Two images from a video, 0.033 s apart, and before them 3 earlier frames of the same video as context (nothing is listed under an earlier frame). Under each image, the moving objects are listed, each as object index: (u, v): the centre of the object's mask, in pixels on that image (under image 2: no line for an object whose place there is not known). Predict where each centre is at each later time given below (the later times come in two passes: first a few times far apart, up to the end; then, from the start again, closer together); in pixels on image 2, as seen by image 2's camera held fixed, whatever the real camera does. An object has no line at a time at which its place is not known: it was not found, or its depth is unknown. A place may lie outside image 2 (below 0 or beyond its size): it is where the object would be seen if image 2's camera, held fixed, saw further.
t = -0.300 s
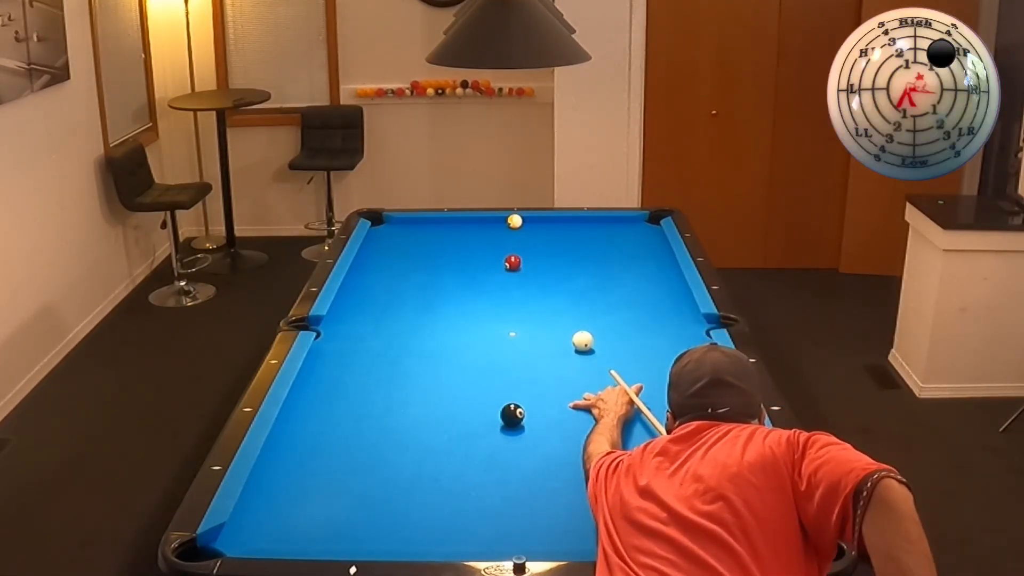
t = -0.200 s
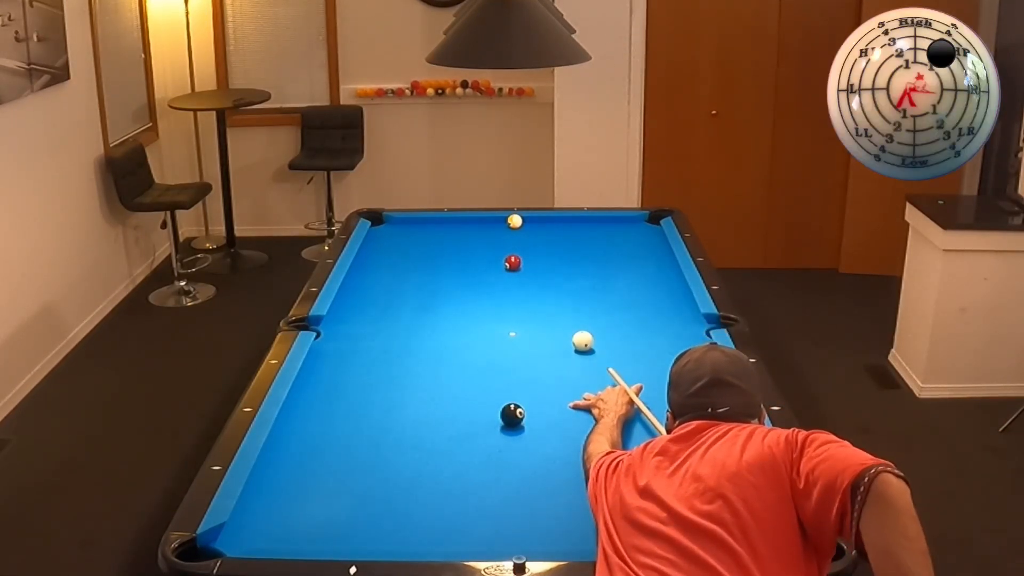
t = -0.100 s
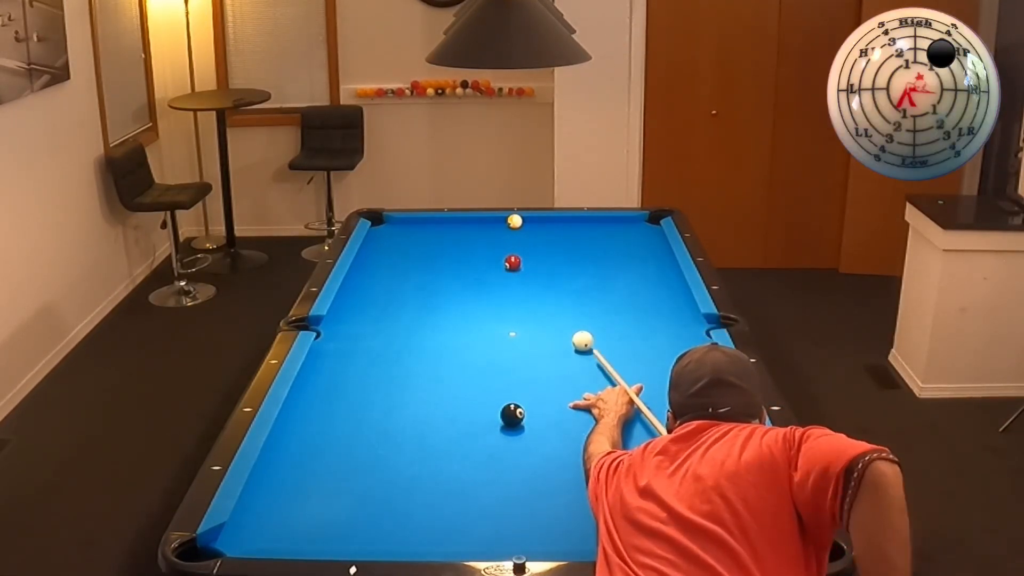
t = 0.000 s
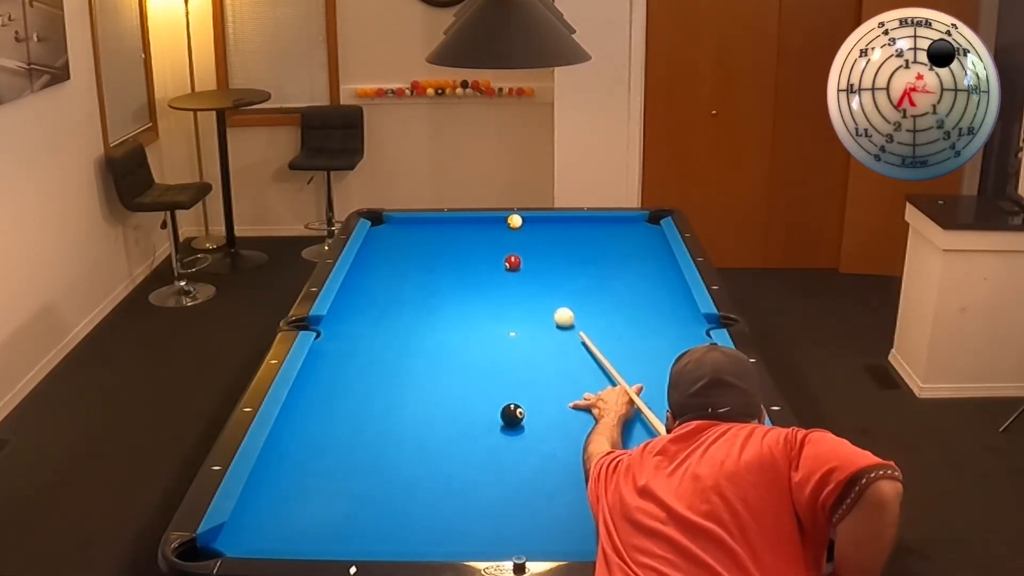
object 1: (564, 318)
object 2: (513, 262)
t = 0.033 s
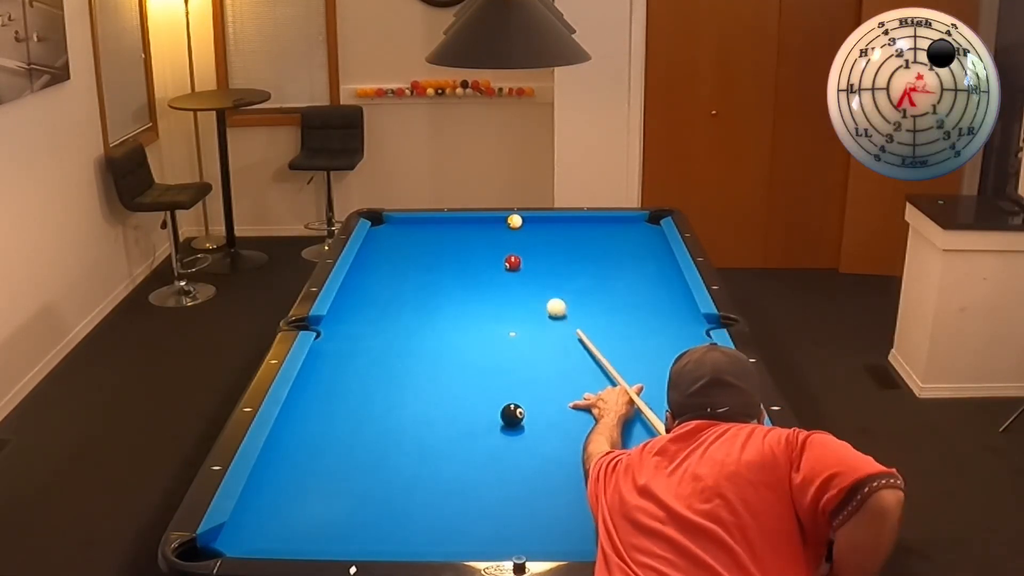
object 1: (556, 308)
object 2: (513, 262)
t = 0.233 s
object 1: (525, 266)
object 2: (509, 261)
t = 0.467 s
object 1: (557, 249)
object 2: (456, 242)
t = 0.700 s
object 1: (579, 232)
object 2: (415, 227)
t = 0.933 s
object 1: (599, 219)
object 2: (378, 223)
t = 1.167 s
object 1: (633, 227)
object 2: (400, 225)
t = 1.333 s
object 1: (657, 233)
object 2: (415, 225)
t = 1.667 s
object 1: (637, 243)
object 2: (442, 227)
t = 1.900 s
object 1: (623, 251)
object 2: (461, 228)
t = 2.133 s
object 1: (609, 259)
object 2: (478, 229)
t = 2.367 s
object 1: (595, 266)
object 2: (494, 230)
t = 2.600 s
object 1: (581, 274)
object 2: (508, 232)
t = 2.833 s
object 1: (566, 281)
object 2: (522, 232)
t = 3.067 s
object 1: (552, 289)
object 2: (535, 232)
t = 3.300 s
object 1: (538, 296)
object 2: (546, 233)
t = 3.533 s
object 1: (524, 303)
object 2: (557, 234)
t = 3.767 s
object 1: (511, 311)
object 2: (566, 235)
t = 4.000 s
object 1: (498, 317)
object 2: (573, 235)
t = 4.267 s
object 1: (484, 325)
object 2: (581, 235)
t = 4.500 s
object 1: (471, 331)
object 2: (586, 236)
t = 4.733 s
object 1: (460, 337)
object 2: (590, 236)
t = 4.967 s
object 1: (450, 343)
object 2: (593, 236)
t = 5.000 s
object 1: (448, 344)
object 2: (593, 236)
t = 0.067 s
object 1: (549, 299)
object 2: (513, 262)
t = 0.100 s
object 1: (543, 291)
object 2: (512, 262)
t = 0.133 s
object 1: (537, 284)
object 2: (513, 262)
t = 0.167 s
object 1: (532, 277)
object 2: (512, 262)
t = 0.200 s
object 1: (527, 271)
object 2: (512, 262)
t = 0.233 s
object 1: (525, 266)
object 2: (509, 261)
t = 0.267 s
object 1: (531, 264)
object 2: (500, 258)
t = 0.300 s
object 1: (537, 262)
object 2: (491, 255)
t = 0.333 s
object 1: (542, 259)
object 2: (483, 252)
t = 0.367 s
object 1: (546, 257)
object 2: (475, 249)
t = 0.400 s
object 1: (550, 254)
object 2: (468, 246)
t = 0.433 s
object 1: (553, 252)
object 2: (462, 244)
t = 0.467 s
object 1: (557, 249)
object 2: (456, 242)
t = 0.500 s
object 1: (560, 247)
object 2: (449, 240)
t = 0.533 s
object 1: (564, 244)
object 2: (443, 237)
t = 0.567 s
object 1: (567, 242)
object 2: (438, 236)
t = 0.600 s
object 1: (570, 239)
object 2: (432, 233)
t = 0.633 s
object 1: (573, 237)
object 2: (426, 232)
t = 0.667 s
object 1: (576, 235)
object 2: (420, 229)
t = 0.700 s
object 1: (579, 232)
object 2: (415, 227)
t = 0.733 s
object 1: (582, 230)
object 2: (410, 225)
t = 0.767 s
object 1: (585, 228)
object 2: (404, 224)
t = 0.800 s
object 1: (588, 226)
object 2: (399, 222)
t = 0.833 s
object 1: (591, 224)
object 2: (394, 221)
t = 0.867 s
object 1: (594, 222)
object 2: (388, 221)
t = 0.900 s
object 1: (596, 220)
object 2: (383, 222)
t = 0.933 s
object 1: (599, 219)
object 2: (378, 223)
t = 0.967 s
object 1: (604, 220)
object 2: (381, 223)
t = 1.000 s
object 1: (609, 221)
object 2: (384, 224)
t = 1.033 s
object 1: (614, 222)
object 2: (387, 224)
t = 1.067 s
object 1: (619, 224)
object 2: (391, 224)
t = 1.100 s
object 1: (624, 225)
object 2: (394, 224)
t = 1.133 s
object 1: (629, 226)
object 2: (397, 224)
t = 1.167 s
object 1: (633, 227)
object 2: (400, 225)
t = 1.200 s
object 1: (638, 228)
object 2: (403, 225)
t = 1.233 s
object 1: (643, 229)
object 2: (406, 225)
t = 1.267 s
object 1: (648, 230)
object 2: (408, 225)
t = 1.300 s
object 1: (653, 231)
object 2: (412, 225)
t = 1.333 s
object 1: (657, 233)
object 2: (415, 225)
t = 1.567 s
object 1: (642, 240)
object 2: (434, 226)
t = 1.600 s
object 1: (641, 241)
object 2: (437, 227)
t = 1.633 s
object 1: (639, 242)
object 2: (440, 227)
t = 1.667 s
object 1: (637, 243)
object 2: (442, 227)
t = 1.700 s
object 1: (635, 244)
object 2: (445, 227)
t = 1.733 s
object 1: (633, 246)
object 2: (448, 227)
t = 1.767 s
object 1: (632, 246)
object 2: (450, 227)
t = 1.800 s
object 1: (629, 246)
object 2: (453, 227)
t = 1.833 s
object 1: (626, 249)
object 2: (455, 227)
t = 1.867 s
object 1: (625, 250)
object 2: (458, 227)
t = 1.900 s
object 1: (623, 251)
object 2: (461, 228)
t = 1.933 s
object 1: (621, 252)
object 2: (463, 228)
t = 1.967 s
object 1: (619, 253)
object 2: (466, 228)
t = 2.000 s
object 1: (617, 254)
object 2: (468, 228)
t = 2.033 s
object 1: (615, 255)
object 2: (471, 229)
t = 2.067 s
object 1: (613, 256)
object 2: (473, 229)
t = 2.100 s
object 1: (611, 257)
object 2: (475, 229)
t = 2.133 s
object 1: (609, 259)
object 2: (478, 229)
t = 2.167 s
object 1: (607, 260)
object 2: (480, 229)
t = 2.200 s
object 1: (605, 261)
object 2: (482, 229)
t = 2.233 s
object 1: (603, 262)
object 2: (485, 229)
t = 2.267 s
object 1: (601, 263)
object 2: (487, 229)
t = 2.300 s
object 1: (599, 264)
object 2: (489, 230)
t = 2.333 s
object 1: (597, 265)
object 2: (492, 230)
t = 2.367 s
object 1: (595, 266)
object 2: (494, 230)
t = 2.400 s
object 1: (592, 267)
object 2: (496, 230)
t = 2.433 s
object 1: (591, 268)
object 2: (498, 230)
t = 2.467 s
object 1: (588, 270)
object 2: (500, 230)
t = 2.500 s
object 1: (587, 271)
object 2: (502, 230)
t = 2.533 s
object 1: (585, 272)
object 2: (504, 230)
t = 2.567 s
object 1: (583, 273)
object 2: (507, 231)
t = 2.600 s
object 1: (581, 274)
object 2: (508, 232)
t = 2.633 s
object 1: (578, 275)
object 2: (510, 231)
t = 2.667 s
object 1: (576, 276)
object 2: (512, 231)
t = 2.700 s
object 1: (574, 277)
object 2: (515, 231)
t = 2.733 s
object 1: (572, 278)
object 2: (516, 231)
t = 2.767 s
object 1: (570, 279)
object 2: (519, 231)
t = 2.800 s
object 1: (568, 280)
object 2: (521, 232)
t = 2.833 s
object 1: (566, 281)
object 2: (522, 232)
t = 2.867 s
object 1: (564, 283)
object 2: (524, 232)
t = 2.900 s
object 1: (562, 284)
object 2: (526, 232)
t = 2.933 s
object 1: (560, 285)
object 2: (528, 232)
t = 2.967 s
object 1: (558, 286)
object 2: (530, 232)
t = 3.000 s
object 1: (556, 287)
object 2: (532, 232)
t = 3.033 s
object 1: (554, 288)
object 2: (533, 232)
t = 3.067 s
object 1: (552, 289)
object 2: (535, 232)
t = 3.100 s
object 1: (550, 290)
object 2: (537, 233)
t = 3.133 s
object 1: (548, 291)
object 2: (539, 233)
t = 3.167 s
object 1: (546, 292)
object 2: (540, 233)
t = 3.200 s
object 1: (544, 293)
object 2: (542, 233)
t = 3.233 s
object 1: (542, 294)
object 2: (543, 233)
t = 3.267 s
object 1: (540, 295)
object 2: (545, 233)
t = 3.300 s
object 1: (538, 296)
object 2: (546, 233)
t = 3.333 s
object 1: (536, 297)
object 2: (548, 233)
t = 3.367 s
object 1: (535, 298)
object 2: (549, 233)
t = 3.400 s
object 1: (532, 299)
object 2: (551, 233)
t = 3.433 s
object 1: (530, 300)
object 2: (552, 234)
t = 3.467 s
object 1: (528, 302)
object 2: (554, 234)
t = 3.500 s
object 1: (526, 302)
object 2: (556, 234)
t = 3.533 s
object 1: (524, 303)
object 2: (557, 234)
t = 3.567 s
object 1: (523, 305)
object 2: (558, 234)
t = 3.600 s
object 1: (521, 306)
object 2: (559, 234)
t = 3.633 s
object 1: (519, 306)
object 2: (561, 234)
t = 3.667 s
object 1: (517, 308)
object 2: (562, 234)
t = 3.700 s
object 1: (515, 309)
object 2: (563, 235)
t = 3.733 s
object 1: (513, 309)
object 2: (565, 235)
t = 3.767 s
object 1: (511, 311)
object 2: (566, 235)
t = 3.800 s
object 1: (509, 311)
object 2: (567, 235)
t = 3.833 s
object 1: (507, 313)
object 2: (568, 235)
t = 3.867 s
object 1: (505, 314)
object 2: (569, 235)
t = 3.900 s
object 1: (504, 314)
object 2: (570, 235)
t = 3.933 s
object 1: (502, 316)
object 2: (571, 235)
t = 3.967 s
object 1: (500, 316)
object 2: (572, 235)
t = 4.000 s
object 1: (498, 317)
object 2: (573, 235)
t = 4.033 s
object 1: (496, 318)
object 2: (574, 235)
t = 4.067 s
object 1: (494, 319)
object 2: (575, 235)
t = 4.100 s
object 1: (492, 320)
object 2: (577, 235)
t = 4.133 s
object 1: (491, 321)
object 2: (577, 235)
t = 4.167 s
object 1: (489, 322)
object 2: (578, 235)
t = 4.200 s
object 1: (487, 323)
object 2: (579, 235)
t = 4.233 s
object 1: (485, 324)
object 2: (580, 235)
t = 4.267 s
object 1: (484, 325)
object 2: (581, 235)
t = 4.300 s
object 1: (482, 326)
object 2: (582, 235)
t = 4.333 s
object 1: (480, 327)
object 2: (583, 235)
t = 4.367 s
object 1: (478, 328)
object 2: (583, 235)
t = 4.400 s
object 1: (477, 329)
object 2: (584, 235)
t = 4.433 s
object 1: (475, 330)
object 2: (585, 235)
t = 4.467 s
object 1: (473, 330)
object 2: (585, 235)
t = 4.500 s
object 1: (471, 331)
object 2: (586, 236)
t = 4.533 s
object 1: (470, 332)
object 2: (587, 236)
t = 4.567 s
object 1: (468, 333)
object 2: (588, 236)
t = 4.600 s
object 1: (467, 334)
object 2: (588, 235)
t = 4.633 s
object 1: (465, 335)
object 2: (589, 236)
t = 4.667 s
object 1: (463, 336)
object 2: (589, 235)
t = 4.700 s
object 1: (462, 336)
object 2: (589, 236)
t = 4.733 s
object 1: (460, 337)
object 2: (590, 236)
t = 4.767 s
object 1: (459, 338)
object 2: (591, 236)
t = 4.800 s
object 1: (457, 339)
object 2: (591, 236)
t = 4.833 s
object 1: (456, 340)
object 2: (591, 236)
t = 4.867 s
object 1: (454, 341)
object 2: (592, 236)
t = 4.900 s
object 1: (452, 342)
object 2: (592, 236)
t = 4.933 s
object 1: (451, 342)
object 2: (592, 236)
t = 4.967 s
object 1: (450, 343)
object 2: (593, 236)
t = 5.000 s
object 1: (448, 344)
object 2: (593, 236)
